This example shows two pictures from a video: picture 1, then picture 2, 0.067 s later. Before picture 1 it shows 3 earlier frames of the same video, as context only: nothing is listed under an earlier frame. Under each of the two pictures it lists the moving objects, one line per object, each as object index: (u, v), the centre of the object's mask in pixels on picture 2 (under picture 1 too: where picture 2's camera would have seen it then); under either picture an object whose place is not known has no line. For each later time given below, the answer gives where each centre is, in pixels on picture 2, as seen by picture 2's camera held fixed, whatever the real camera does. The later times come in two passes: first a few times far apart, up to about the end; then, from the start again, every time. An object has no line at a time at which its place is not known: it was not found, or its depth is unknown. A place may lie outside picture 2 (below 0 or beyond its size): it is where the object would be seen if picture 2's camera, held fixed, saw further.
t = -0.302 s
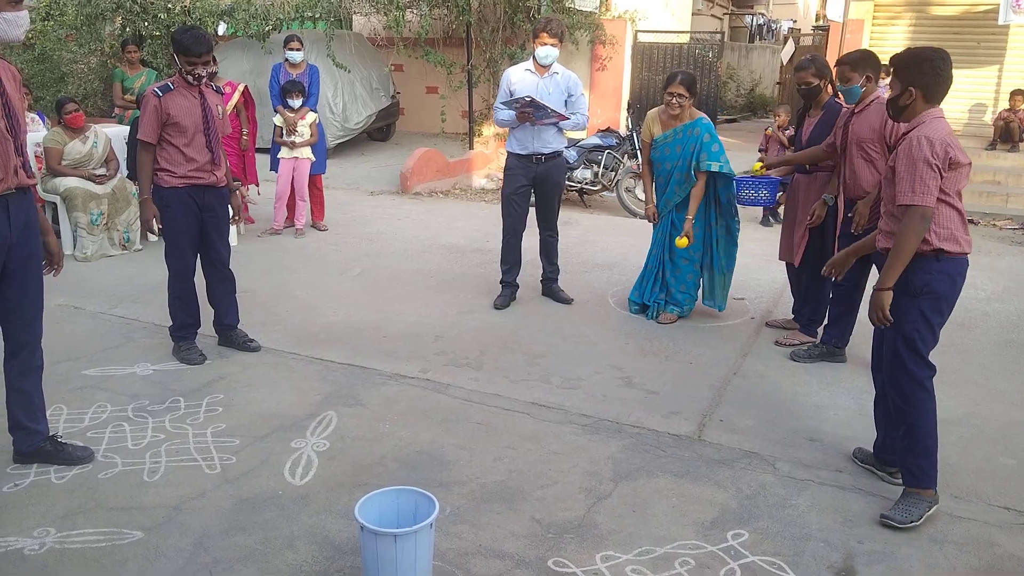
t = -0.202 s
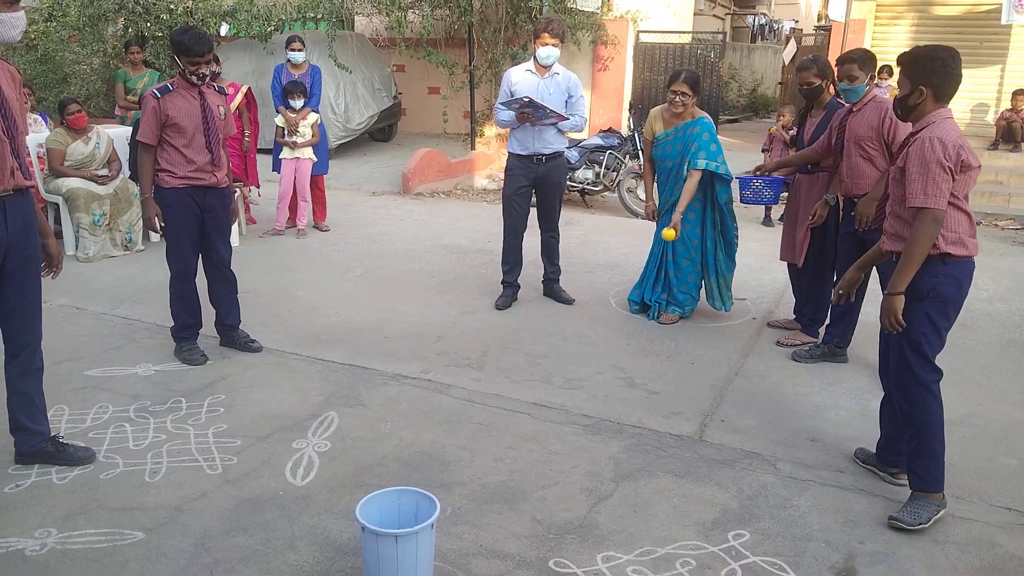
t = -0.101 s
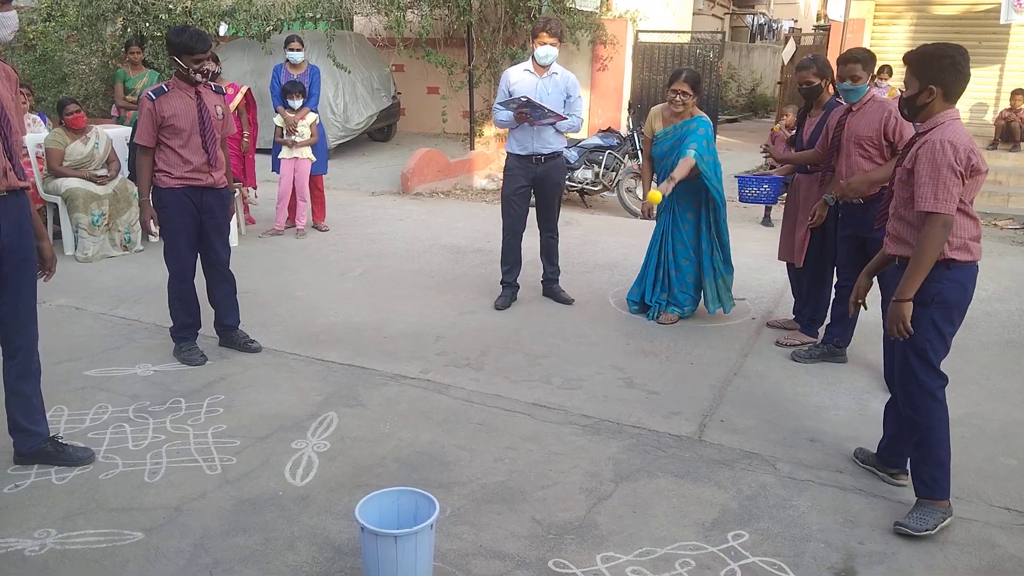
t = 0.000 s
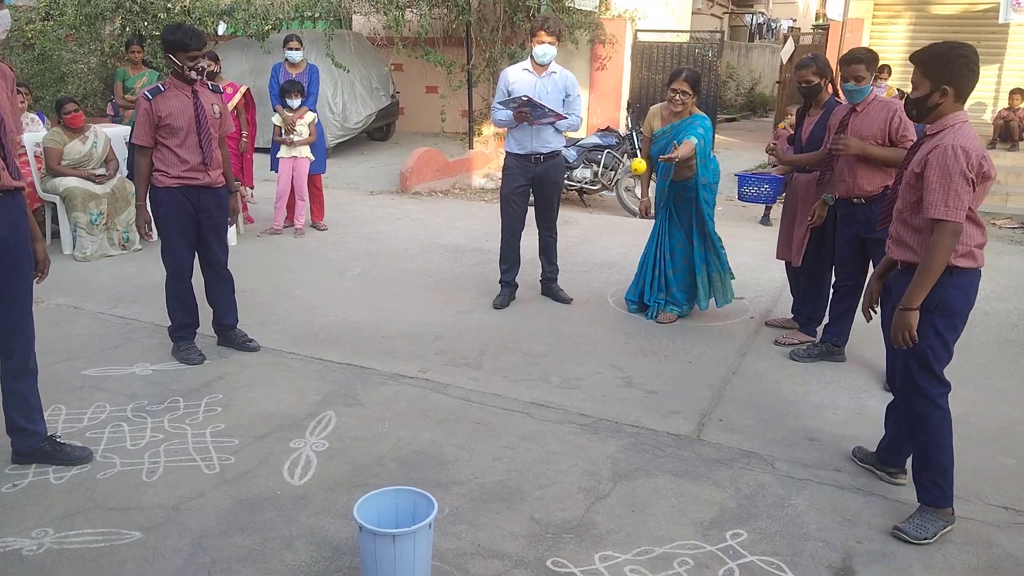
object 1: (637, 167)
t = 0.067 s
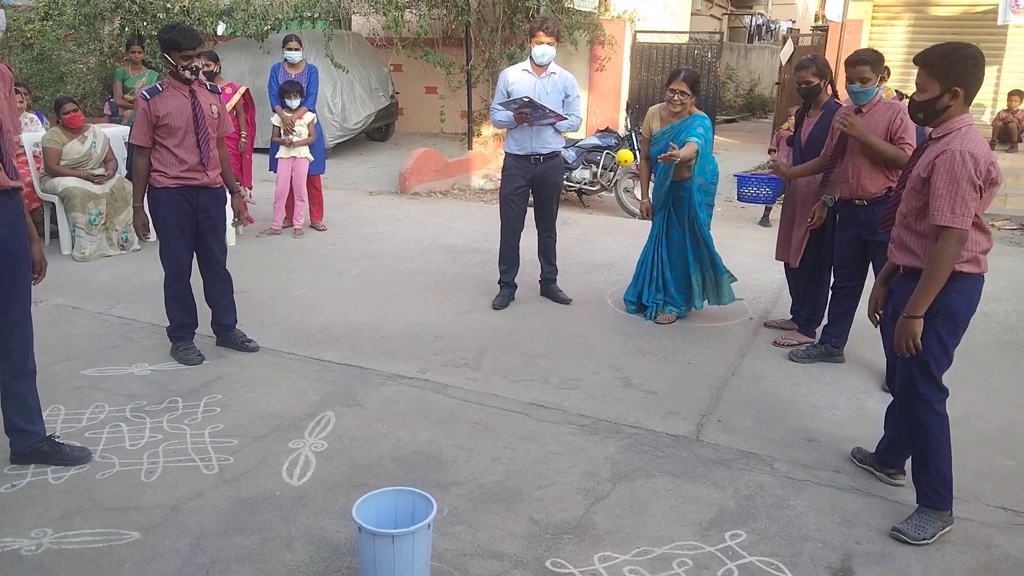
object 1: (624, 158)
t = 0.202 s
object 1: (593, 175)
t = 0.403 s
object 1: (525, 329)
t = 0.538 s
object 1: (463, 560)
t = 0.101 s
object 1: (617, 157)
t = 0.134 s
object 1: (610, 160)
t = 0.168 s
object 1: (602, 165)
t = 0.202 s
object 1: (593, 175)
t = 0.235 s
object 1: (583, 189)
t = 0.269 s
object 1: (573, 206)
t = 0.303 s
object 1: (561, 229)
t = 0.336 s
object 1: (550, 257)
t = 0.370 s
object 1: (538, 290)
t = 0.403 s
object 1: (525, 329)
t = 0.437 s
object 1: (511, 376)
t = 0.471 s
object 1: (495, 429)
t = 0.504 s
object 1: (479, 490)
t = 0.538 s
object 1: (463, 560)
